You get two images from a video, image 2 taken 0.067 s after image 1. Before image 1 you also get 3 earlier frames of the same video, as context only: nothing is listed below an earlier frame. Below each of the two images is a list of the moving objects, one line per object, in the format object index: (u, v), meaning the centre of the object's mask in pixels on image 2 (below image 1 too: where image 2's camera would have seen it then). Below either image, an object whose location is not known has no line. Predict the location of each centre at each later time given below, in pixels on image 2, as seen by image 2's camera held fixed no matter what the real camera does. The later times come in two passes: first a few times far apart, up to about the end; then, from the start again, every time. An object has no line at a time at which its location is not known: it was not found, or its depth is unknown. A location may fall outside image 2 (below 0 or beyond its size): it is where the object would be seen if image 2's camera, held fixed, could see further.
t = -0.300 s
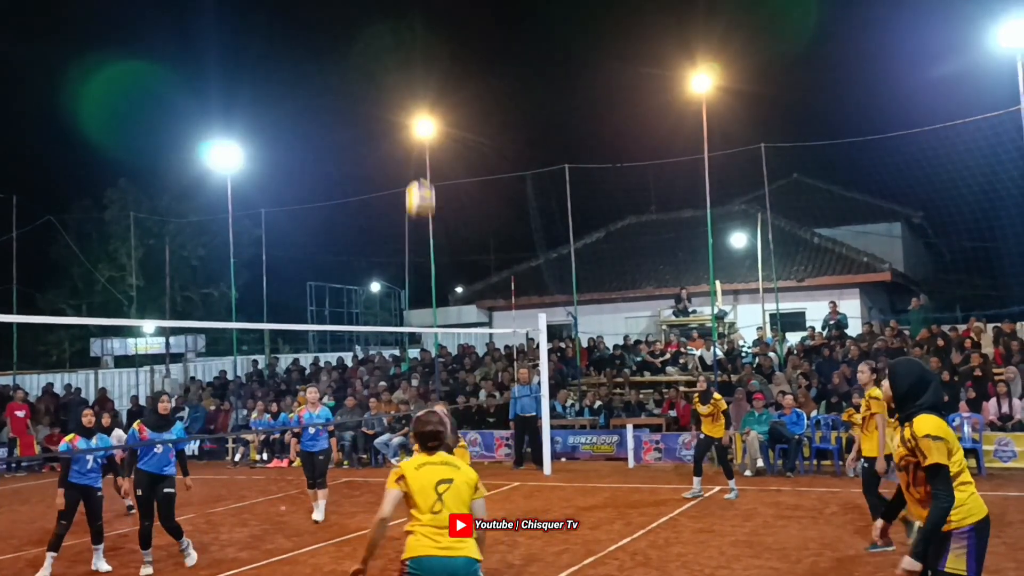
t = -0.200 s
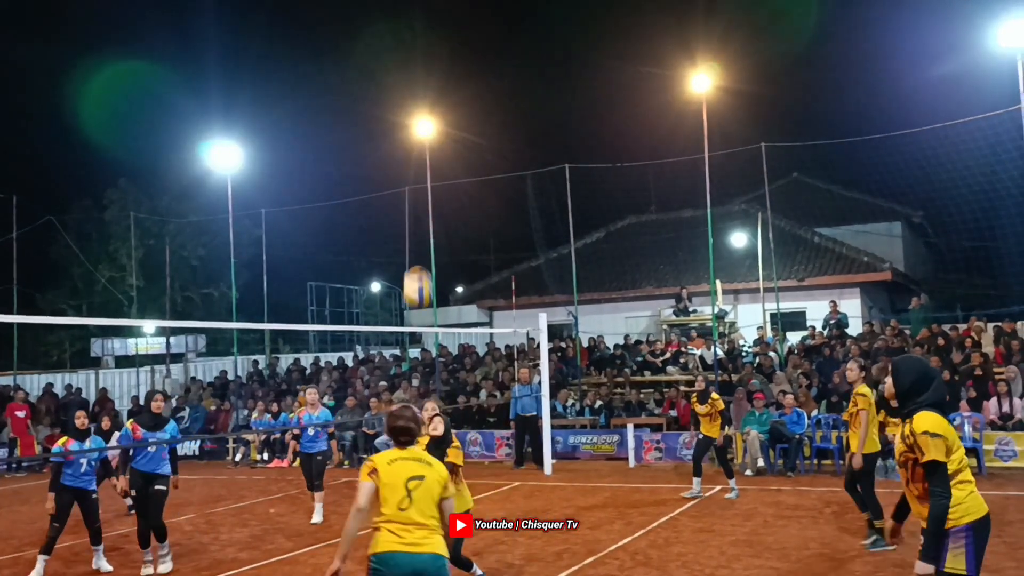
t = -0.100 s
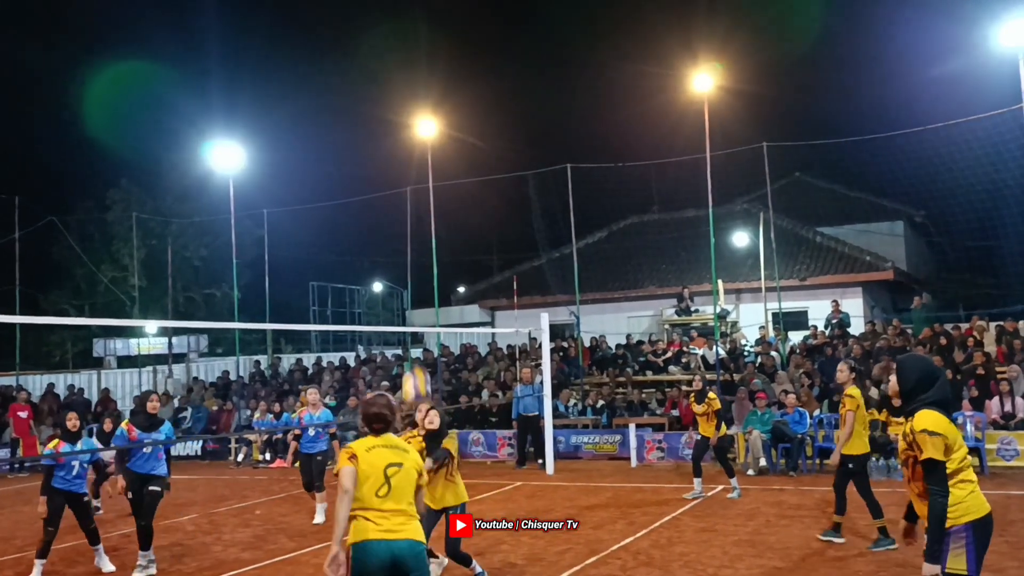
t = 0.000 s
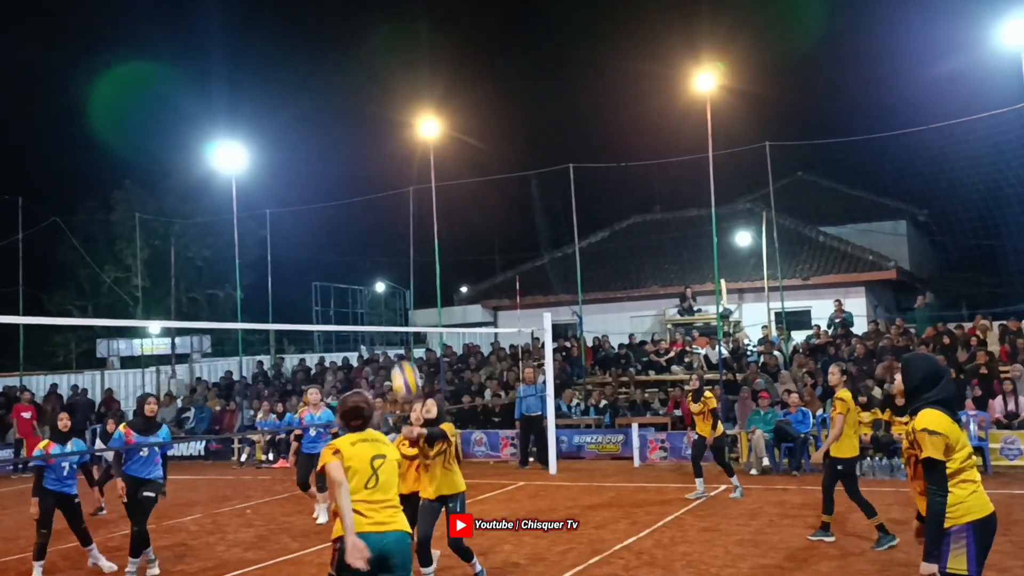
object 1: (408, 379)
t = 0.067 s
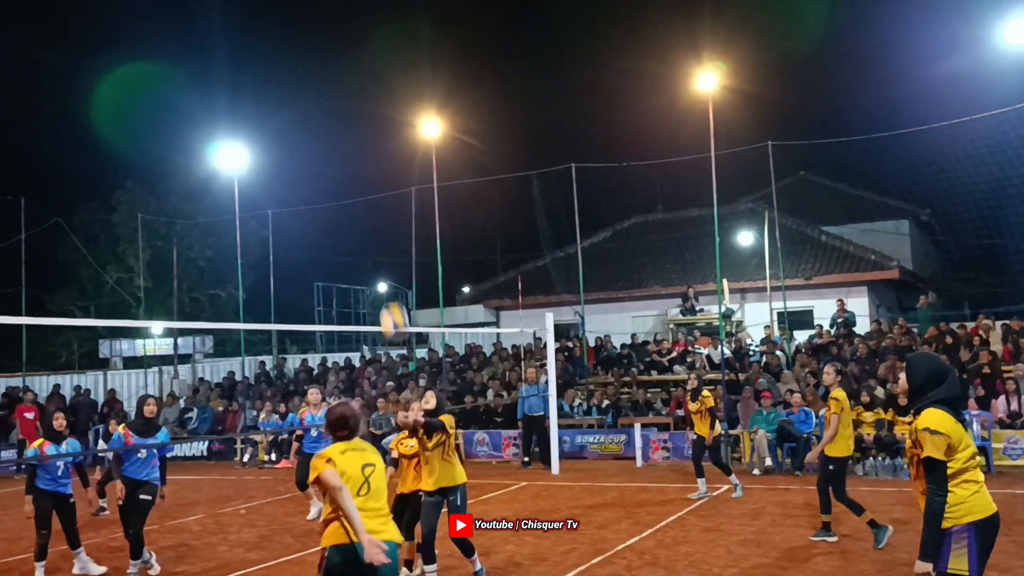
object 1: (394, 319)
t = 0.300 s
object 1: (350, 164)
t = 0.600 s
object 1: (297, 67)
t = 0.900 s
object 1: (248, 79)
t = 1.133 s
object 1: (204, 164)
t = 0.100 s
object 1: (388, 293)
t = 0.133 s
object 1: (381, 267)
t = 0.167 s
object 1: (375, 245)
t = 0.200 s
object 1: (368, 222)
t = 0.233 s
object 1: (362, 200)
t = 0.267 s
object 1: (356, 181)
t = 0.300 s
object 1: (350, 164)
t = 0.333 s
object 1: (344, 147)
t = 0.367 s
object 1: (337, 132)
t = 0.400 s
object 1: (332, 119)
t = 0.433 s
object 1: (326, 106)
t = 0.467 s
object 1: (320, 95)
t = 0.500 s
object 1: (314, 87)
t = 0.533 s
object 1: (308, 79)
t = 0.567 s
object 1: (303, 72)
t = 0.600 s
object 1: (297, 67)
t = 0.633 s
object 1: (292, 63)
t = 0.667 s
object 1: (287, 61)
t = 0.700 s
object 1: (281, 60)
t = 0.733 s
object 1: (276, 59)
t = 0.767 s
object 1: (270, 61)
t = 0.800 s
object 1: (265, 63)
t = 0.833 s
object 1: (259, 67)
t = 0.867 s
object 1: (254, 73)
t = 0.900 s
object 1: (248, 79)
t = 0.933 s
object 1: (243, 87)
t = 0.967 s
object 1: (238, 97)
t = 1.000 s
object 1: (232, 107)
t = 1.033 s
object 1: (227, 119)
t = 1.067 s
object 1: (222, 131)
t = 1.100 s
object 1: (214, 144)
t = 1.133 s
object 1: (204, 164)
